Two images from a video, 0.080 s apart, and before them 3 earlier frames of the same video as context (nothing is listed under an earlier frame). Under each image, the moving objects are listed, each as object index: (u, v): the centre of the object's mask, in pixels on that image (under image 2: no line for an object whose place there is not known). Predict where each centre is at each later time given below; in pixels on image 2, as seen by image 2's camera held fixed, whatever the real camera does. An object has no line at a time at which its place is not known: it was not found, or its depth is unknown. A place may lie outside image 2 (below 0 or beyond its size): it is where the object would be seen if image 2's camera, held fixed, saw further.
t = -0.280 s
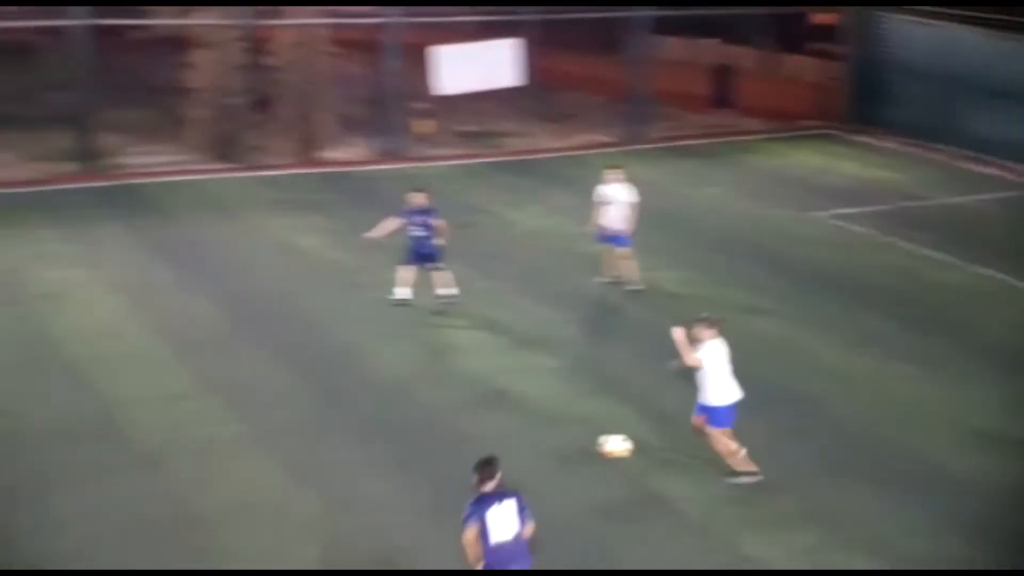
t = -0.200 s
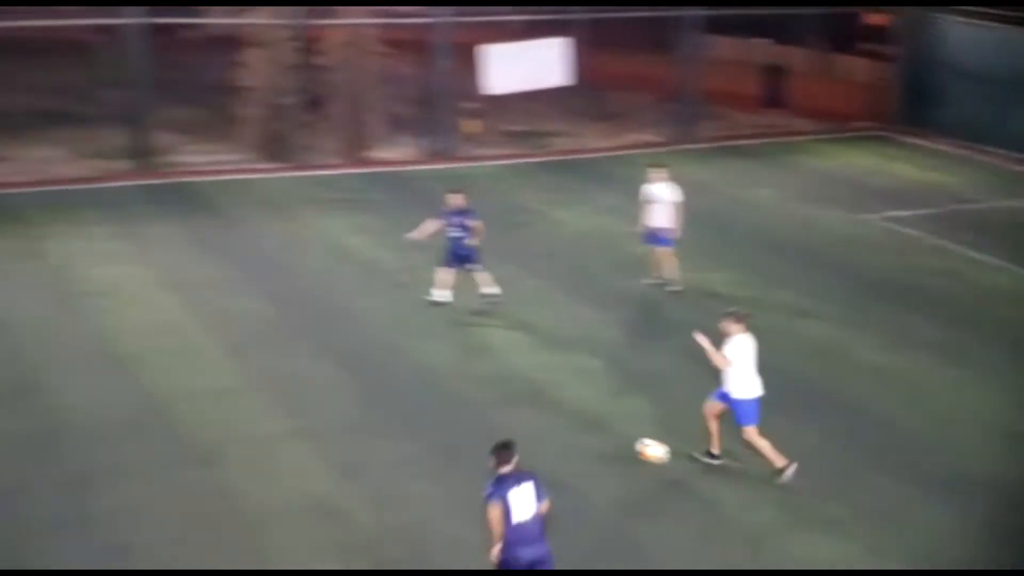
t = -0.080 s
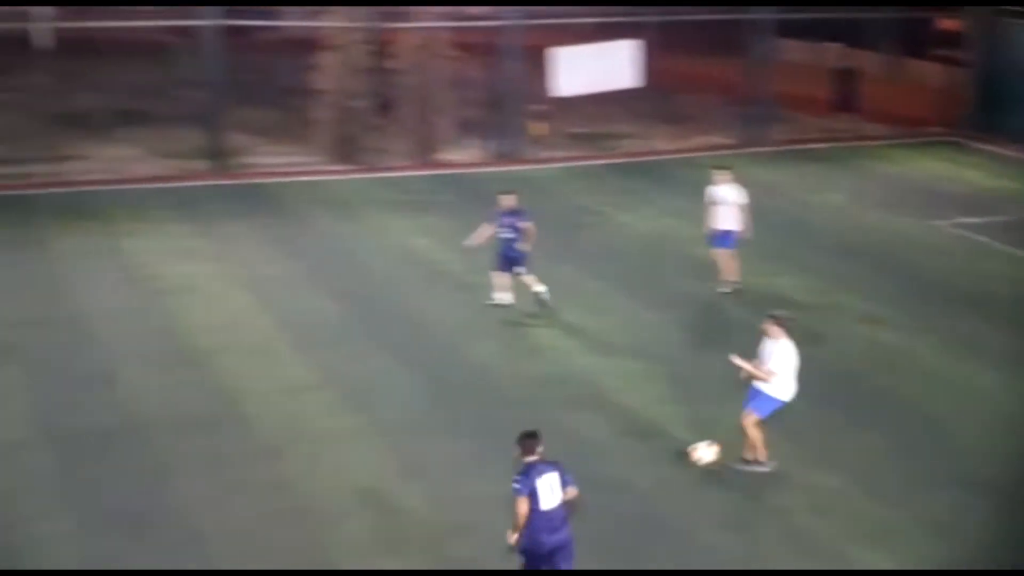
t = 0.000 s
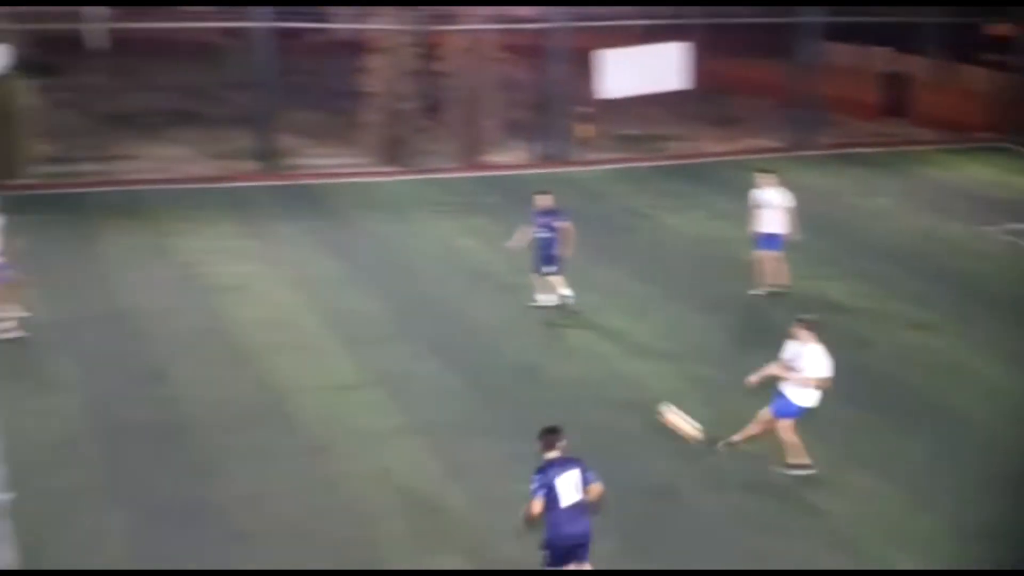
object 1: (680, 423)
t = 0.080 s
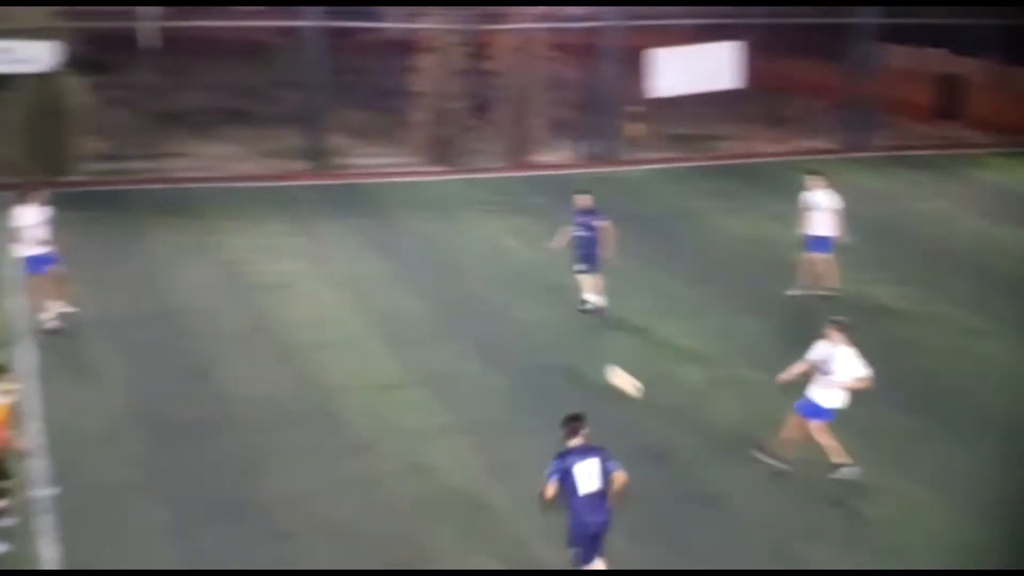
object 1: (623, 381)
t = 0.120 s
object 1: (577, 363)
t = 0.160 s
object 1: (535, 346)
